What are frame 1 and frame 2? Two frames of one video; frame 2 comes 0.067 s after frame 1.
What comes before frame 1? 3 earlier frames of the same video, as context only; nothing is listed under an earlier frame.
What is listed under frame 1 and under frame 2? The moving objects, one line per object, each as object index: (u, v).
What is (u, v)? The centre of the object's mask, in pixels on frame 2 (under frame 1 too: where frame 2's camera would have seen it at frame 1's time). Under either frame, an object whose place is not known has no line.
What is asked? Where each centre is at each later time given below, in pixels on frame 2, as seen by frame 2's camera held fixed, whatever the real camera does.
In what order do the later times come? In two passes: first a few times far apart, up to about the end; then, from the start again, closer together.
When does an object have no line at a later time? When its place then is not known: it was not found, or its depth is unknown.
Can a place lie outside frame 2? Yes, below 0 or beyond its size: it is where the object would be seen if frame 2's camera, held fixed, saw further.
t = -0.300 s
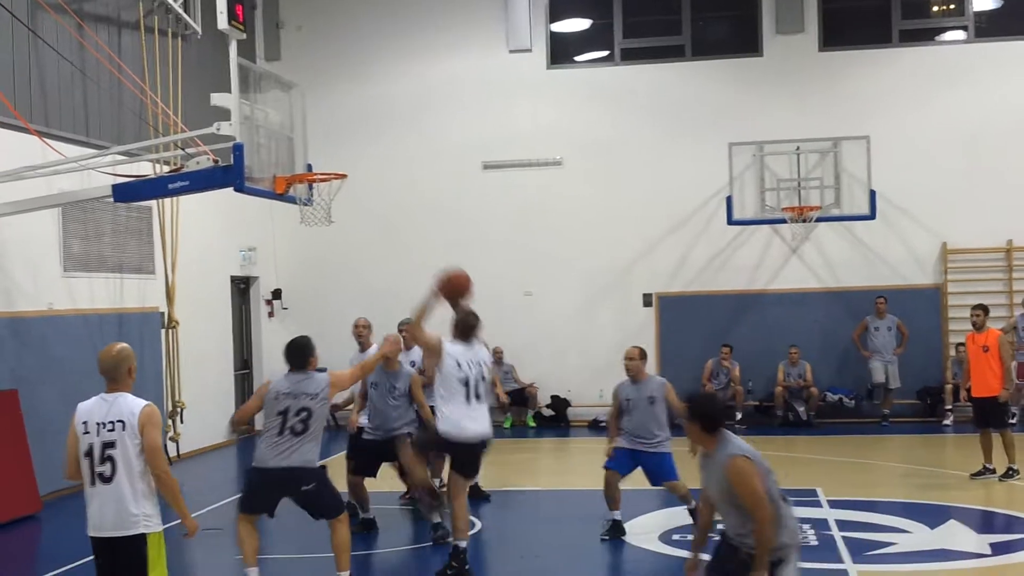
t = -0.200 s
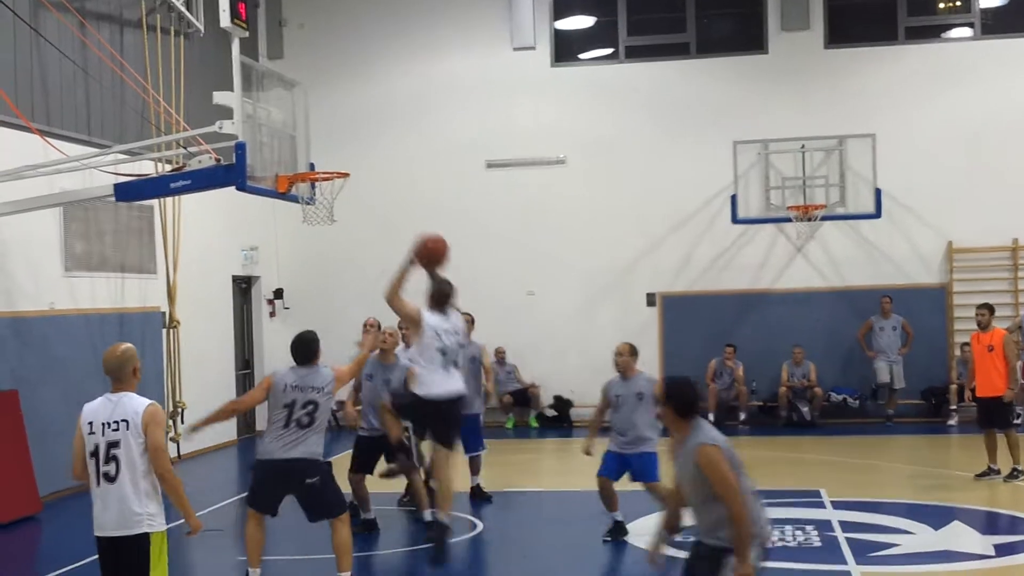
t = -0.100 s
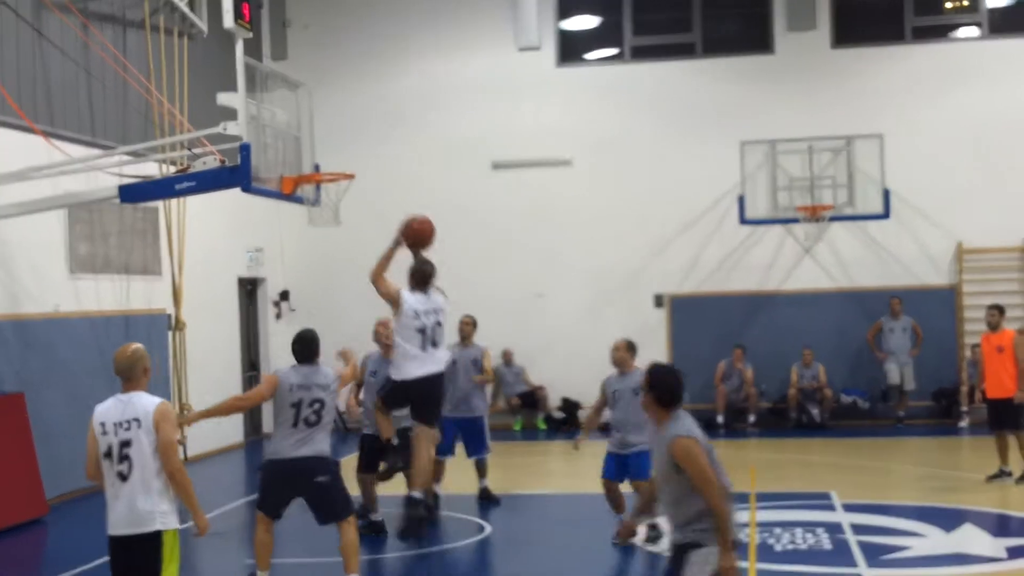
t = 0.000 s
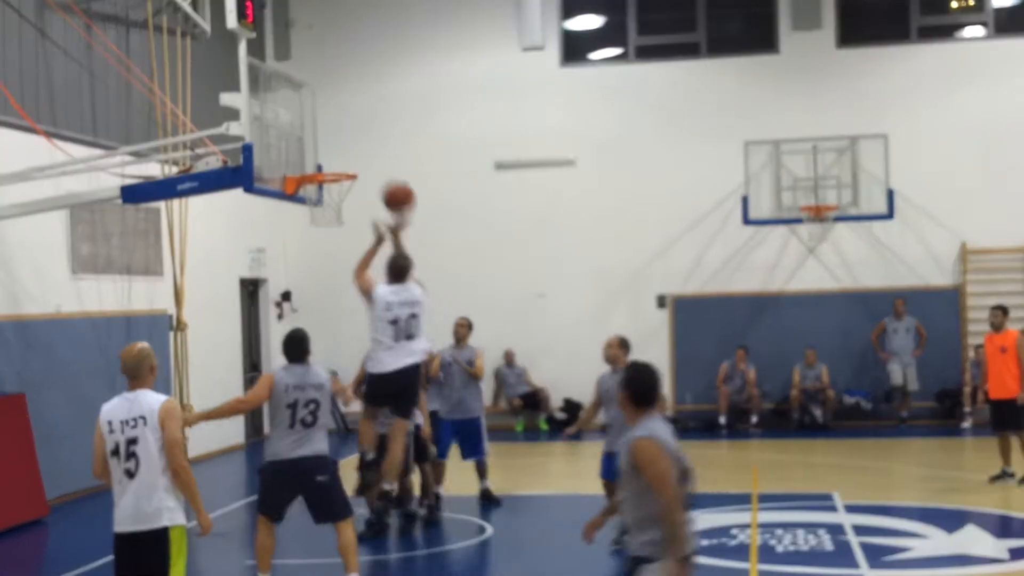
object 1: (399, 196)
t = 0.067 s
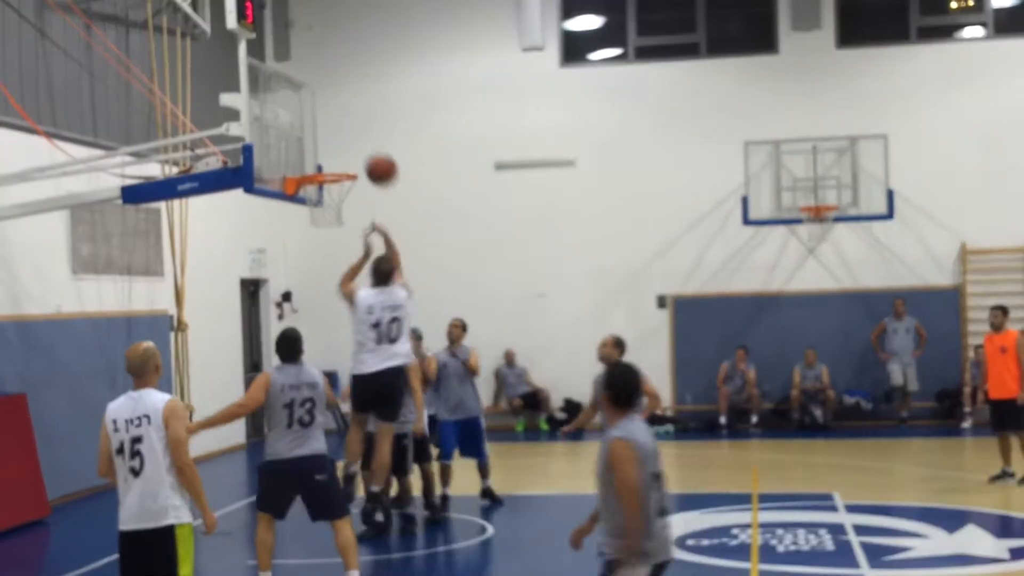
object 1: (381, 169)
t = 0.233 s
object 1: (342, 128)
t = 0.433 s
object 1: (300, 125)
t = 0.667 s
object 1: (338, 165)
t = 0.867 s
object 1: (308, 206)
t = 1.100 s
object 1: (311, 217)
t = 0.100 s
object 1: (373, 158)
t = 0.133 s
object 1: (365, 148)
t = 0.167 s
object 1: (357, 140)
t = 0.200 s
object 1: (349, 133)
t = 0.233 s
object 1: (342, 128)
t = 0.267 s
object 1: (334, 124)
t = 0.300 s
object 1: (326, 122)
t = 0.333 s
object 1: (319, 121)
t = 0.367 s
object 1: (313, 120)
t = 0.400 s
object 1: (307, 121)
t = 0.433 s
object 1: (300, 125)
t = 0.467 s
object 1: (291, 129)
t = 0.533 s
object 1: (296, 138)
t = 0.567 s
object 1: (307, 144)
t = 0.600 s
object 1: (316, 152)
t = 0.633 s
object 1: (326, 159)
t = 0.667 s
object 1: (338, 165)
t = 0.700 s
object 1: (343, 178)
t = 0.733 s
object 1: (337, 186)
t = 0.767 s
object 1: (327, 192)
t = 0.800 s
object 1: (319, 197)
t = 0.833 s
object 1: (312, 203)
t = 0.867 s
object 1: (308, 206)
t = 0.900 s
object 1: (307, 203)
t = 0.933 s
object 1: (306, 205)
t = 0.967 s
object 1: (307, 205)
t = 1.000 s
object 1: (306, 205)
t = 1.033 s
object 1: (307, 208)
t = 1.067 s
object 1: (309, 212)
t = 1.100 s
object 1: (311, 217)
